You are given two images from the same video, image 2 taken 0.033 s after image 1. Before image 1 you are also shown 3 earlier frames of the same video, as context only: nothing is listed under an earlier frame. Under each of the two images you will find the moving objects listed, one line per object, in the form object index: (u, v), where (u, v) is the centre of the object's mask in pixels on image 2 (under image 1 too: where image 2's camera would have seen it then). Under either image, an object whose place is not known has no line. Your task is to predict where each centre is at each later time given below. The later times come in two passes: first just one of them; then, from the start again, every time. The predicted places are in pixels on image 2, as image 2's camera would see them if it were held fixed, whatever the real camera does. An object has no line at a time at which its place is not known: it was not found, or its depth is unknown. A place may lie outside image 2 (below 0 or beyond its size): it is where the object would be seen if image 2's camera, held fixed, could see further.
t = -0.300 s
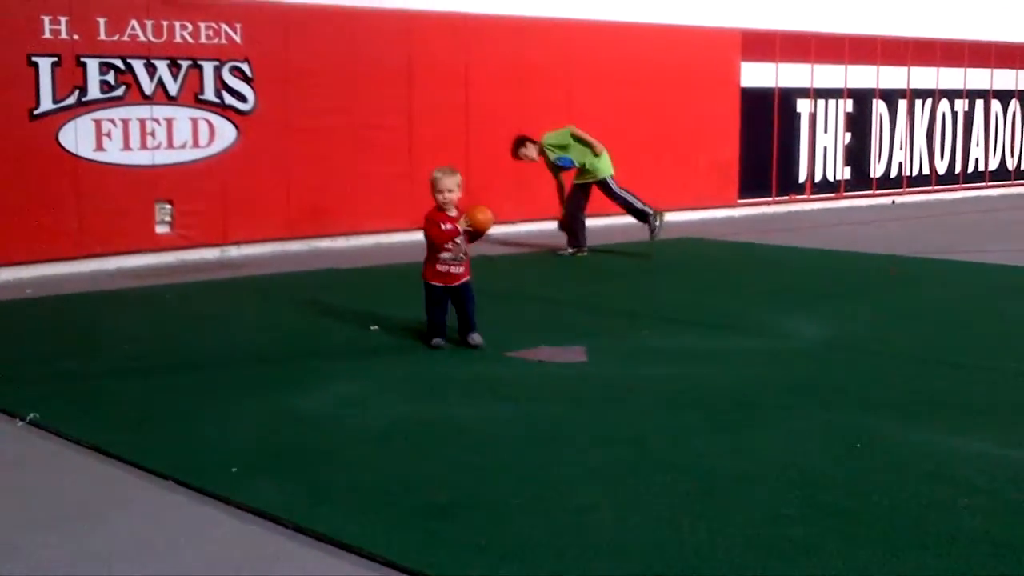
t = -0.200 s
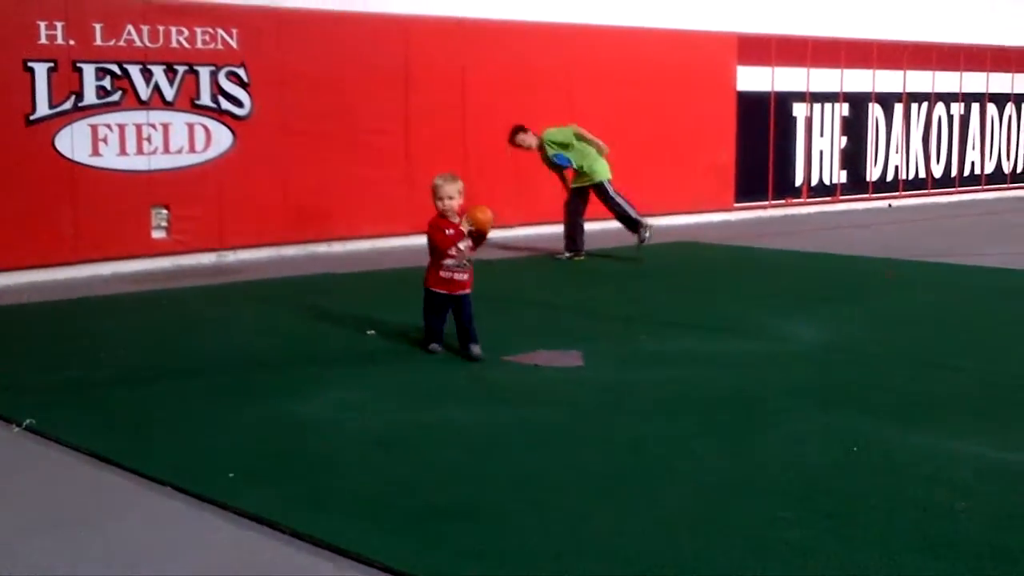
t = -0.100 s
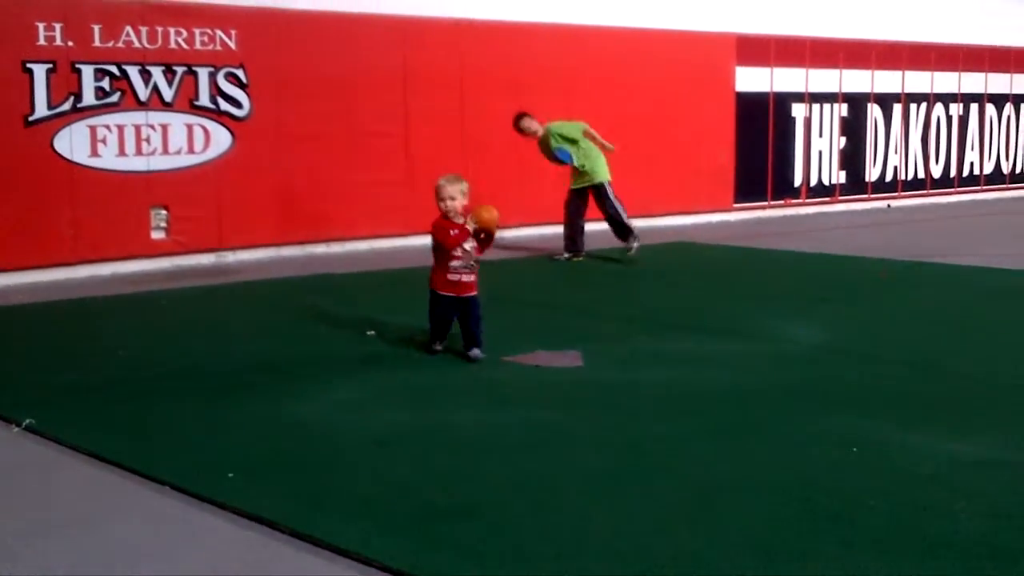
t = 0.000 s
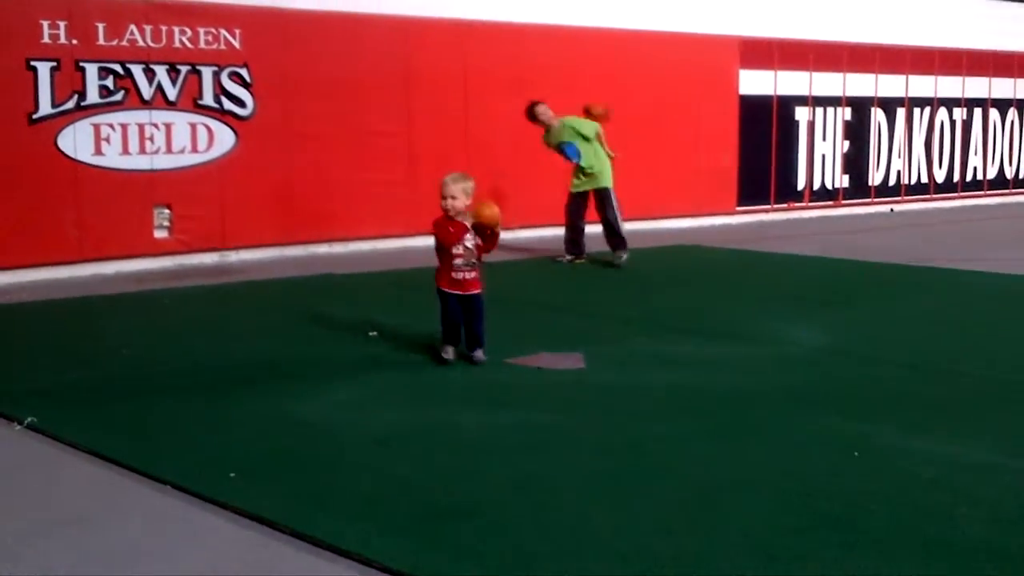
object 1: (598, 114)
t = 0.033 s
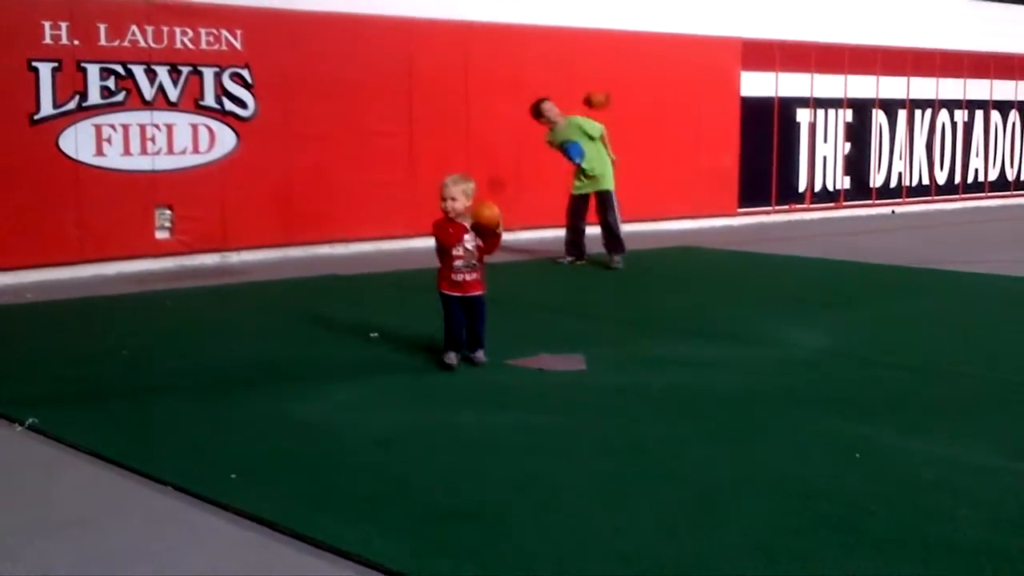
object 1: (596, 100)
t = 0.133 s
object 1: (595, 70)
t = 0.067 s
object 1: (596, 88)
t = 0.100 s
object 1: (596, 78)
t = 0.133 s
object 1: (595, 70)
